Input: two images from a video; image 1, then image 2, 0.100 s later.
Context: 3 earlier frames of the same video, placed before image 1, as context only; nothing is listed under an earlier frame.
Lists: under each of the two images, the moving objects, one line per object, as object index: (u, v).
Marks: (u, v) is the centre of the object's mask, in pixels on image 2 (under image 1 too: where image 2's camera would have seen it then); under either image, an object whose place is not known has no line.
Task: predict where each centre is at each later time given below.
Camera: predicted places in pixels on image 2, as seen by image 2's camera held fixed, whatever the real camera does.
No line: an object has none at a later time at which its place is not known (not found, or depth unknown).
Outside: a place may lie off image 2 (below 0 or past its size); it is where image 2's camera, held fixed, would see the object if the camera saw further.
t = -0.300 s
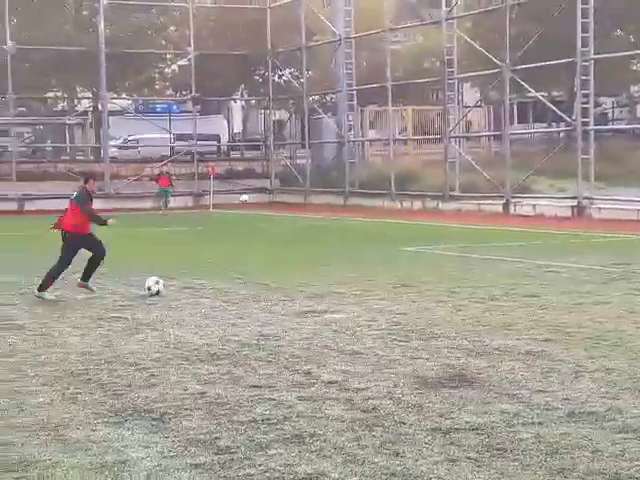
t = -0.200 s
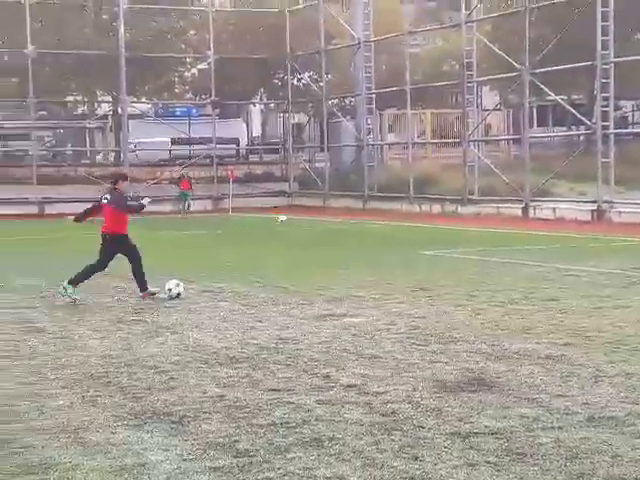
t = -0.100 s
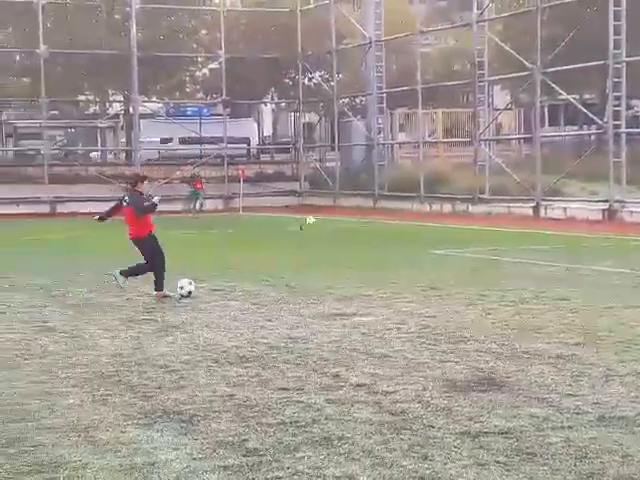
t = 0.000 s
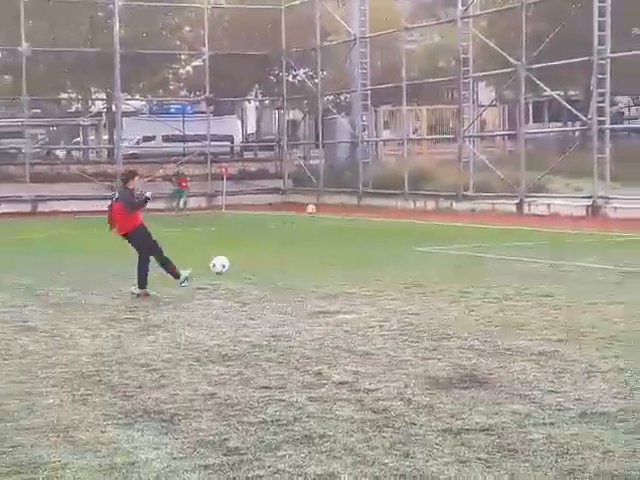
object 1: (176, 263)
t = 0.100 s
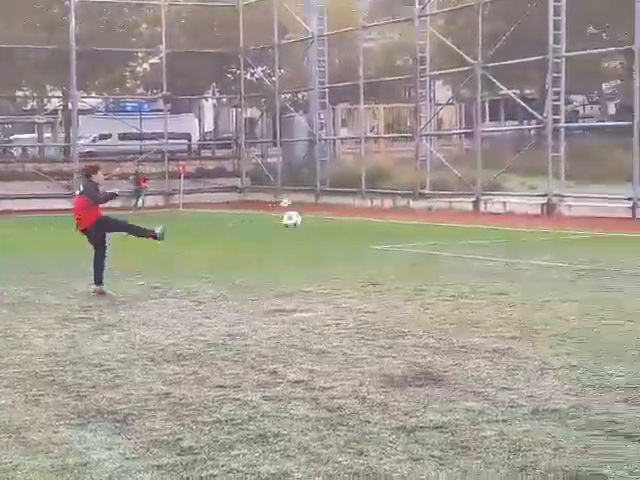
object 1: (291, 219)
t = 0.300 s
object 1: (493, 153)
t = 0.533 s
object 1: (707, 109)
